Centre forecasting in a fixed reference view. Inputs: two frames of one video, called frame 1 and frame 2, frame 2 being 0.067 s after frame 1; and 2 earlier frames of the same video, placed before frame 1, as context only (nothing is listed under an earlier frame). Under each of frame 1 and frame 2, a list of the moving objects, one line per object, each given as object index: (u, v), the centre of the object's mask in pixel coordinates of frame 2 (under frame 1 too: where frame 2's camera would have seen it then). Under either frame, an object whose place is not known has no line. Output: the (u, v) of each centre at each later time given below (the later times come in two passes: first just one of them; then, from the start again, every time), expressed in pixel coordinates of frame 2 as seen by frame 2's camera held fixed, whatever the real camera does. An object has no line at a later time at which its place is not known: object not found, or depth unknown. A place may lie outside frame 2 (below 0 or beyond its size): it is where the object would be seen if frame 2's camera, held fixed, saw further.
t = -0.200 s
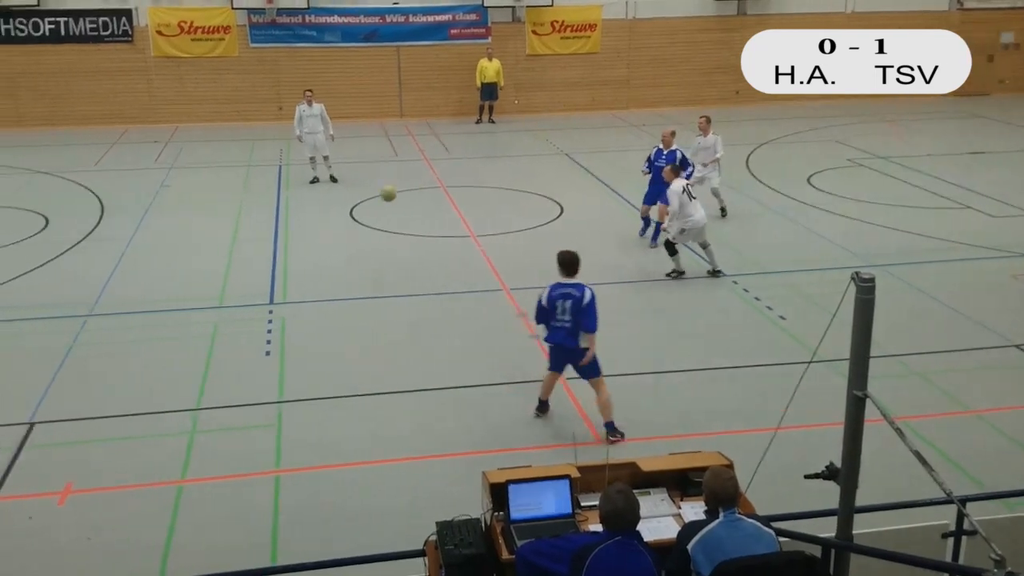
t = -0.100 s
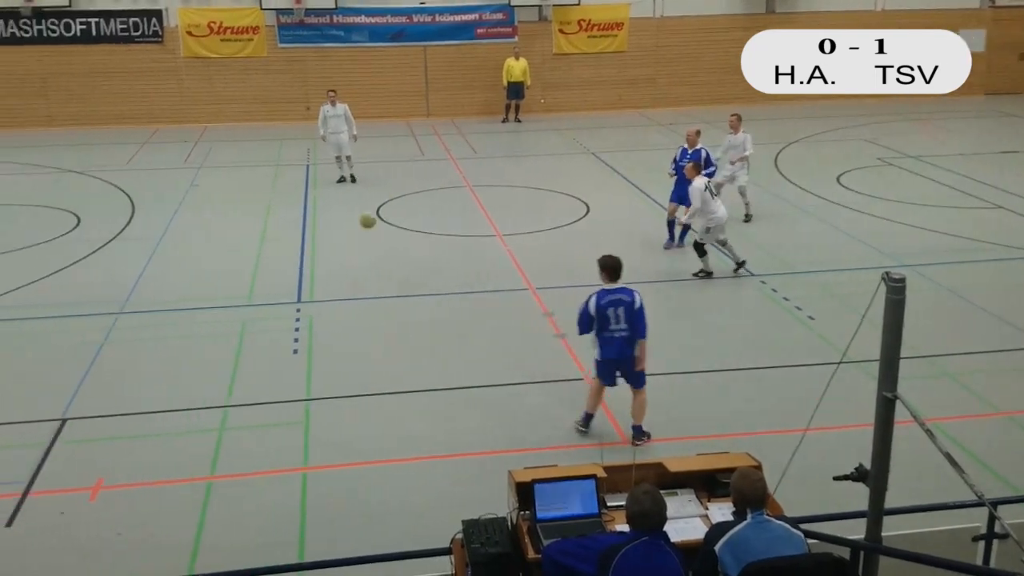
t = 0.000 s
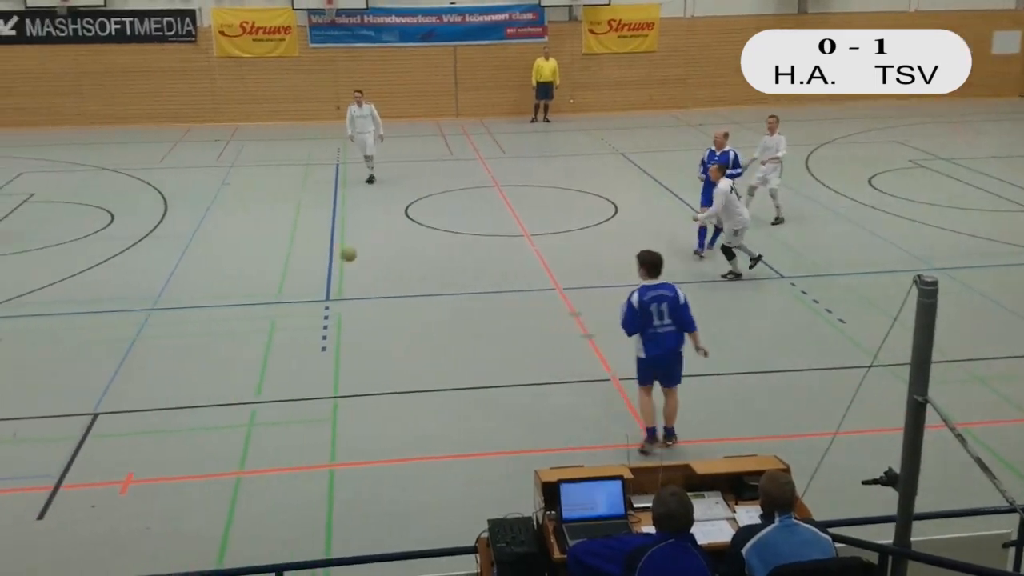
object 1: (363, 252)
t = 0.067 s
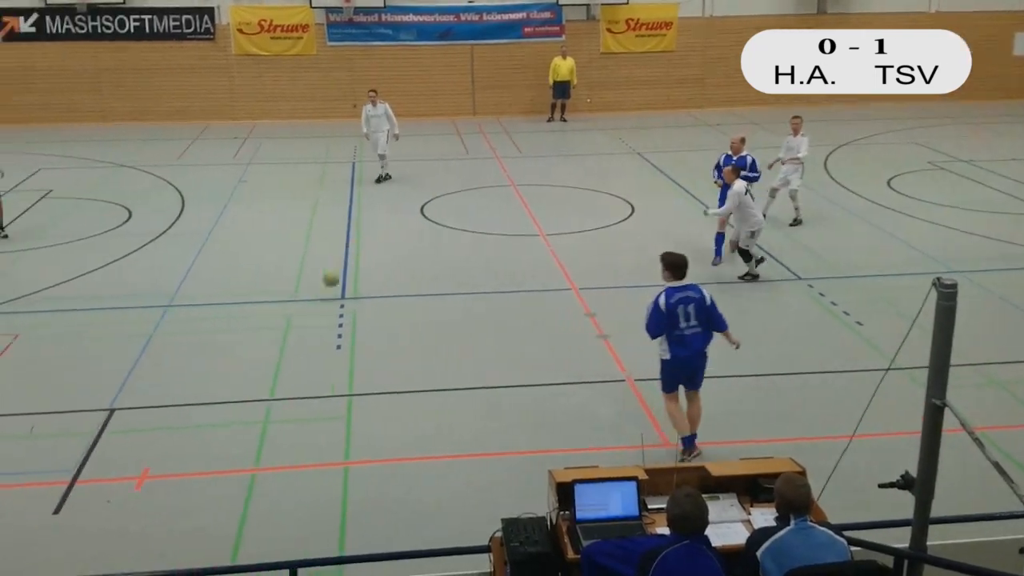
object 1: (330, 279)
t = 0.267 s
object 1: (267, 264)
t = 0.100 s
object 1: (315, 295)
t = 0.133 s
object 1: (303, 291)
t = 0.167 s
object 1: (294, 284)
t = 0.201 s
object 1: (285, 277)
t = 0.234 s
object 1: (276, 270)
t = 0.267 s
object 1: (267, 264)
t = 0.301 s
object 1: (257, 259)
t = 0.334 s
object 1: (248, 256)
